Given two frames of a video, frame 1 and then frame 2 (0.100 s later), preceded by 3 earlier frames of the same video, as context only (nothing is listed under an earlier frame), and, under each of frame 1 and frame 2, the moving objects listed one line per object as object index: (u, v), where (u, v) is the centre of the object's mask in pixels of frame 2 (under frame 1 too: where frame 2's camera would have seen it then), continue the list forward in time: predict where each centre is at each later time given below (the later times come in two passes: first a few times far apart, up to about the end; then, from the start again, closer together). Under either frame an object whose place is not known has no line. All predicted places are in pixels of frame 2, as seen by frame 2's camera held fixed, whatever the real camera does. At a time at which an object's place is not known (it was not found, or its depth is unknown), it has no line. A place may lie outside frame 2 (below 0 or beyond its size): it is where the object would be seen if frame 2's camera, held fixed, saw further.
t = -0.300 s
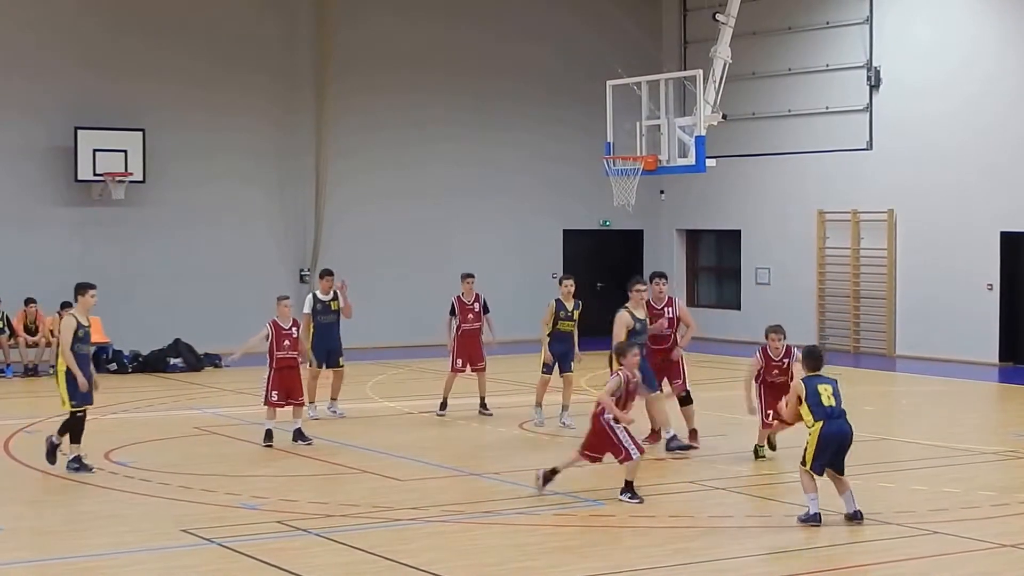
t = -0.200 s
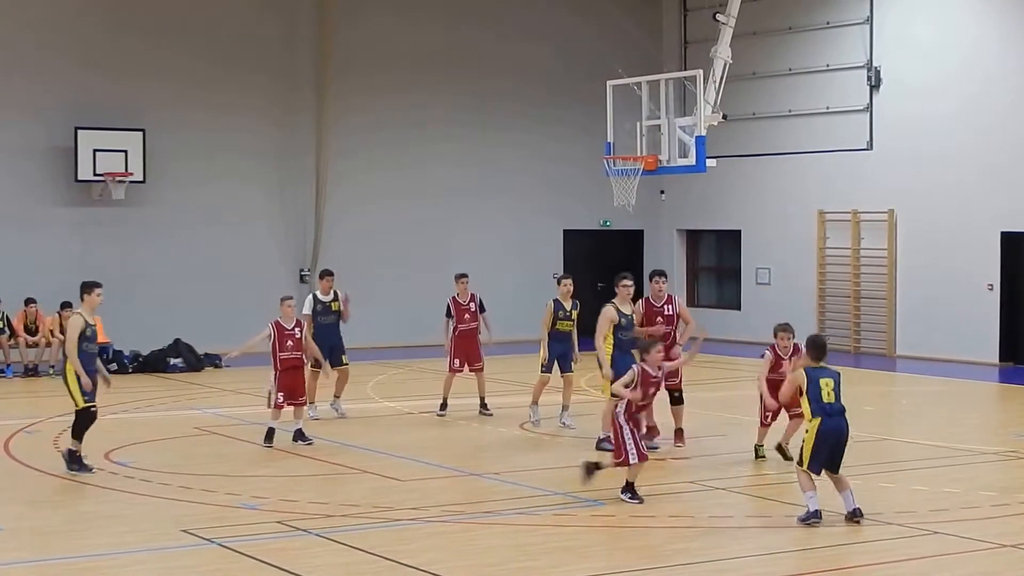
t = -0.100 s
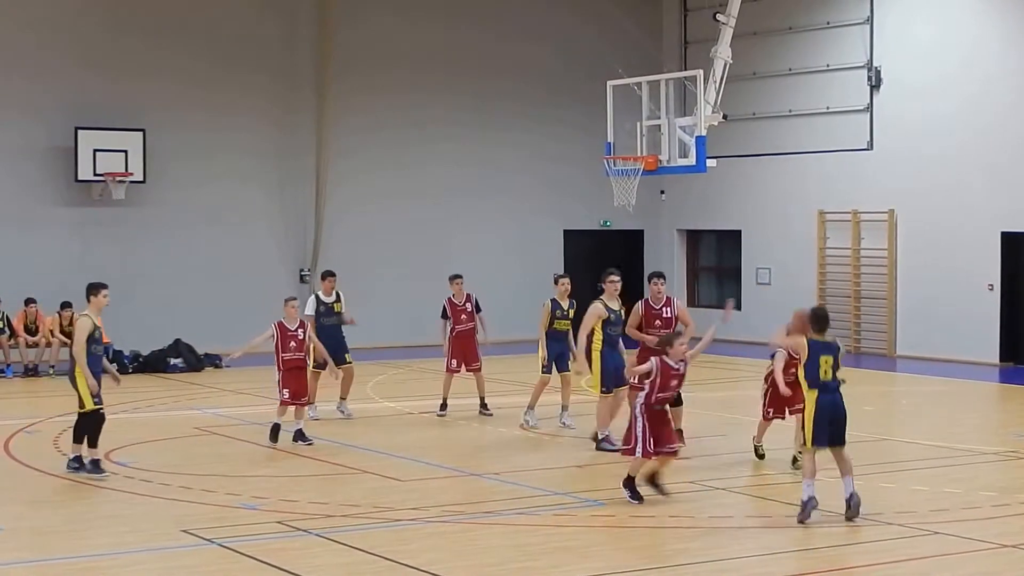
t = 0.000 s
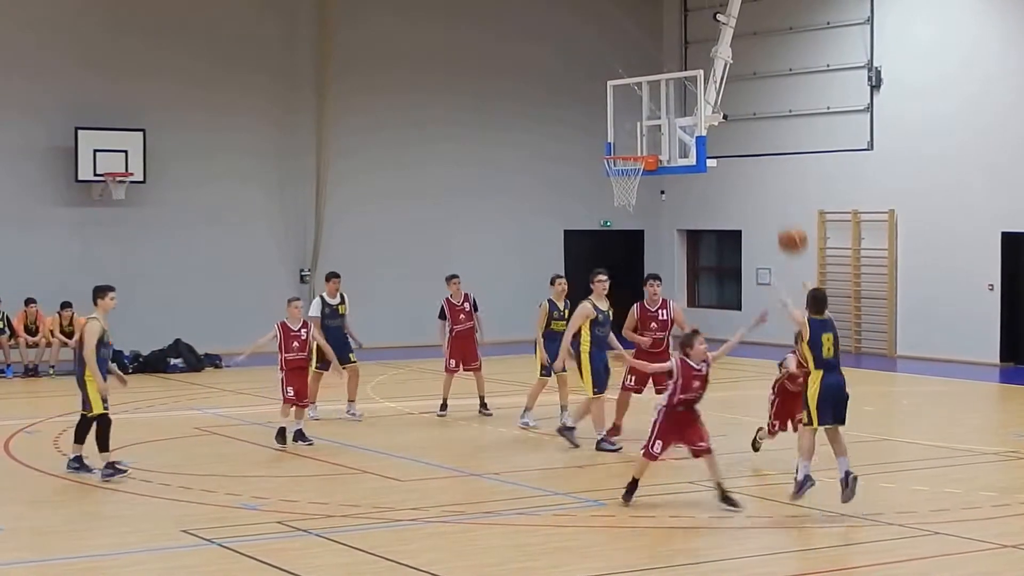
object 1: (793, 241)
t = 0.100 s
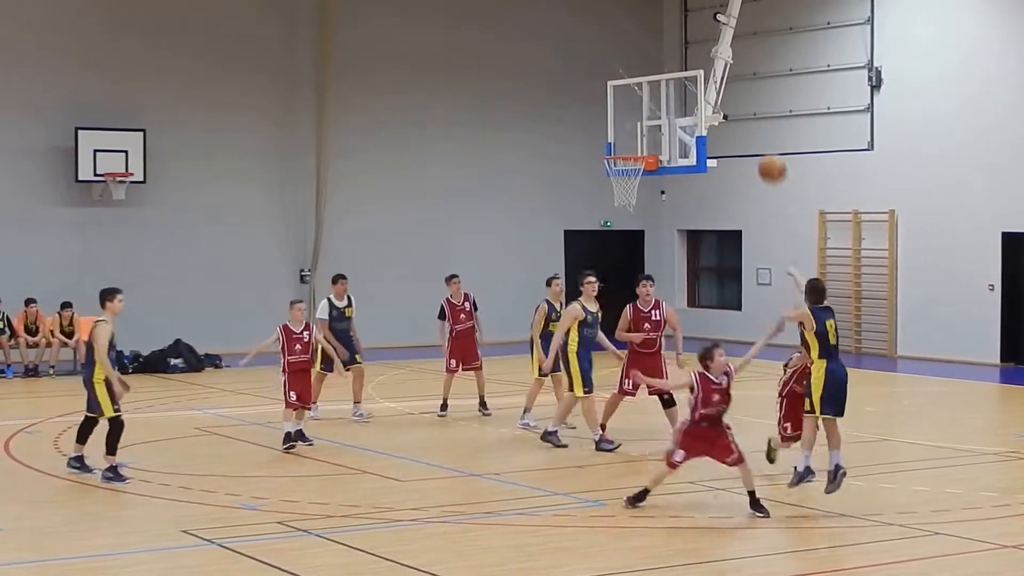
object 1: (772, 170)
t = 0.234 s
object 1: (747, 98)
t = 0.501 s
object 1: (706, 27)
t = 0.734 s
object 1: (673, 29)
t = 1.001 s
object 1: (641, 92)
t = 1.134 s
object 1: (624, 146)
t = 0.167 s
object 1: (759, 130)
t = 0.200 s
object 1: (753, 114)
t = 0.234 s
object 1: (747, 98)
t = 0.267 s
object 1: (742, 83)
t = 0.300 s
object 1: (737, 71)
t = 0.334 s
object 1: (733, 62)
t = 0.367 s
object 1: (726, 51)
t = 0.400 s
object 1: (719, 43)
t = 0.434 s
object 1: (715, 37)
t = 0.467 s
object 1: (709, 31)
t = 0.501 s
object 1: (706, 27)
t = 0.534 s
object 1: (701, 24)
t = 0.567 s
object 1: (695, 22)
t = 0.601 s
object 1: (692, 22)
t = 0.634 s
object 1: (686, 22)
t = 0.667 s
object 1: (682, 22)
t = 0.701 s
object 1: (677, 24)
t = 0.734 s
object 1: (673, 29)
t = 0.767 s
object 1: (670, 34)
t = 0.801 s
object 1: (664, 40)
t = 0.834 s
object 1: (660, 45)
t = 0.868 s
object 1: (657, 53)
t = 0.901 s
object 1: (653, 62)
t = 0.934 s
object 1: (647, 71)
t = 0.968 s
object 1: (644, 82)
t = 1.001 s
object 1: (641, 92)
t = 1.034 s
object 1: (637, 104)
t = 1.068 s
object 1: (633, 118)
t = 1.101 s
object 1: (629, 132)
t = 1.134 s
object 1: (624, 146)
